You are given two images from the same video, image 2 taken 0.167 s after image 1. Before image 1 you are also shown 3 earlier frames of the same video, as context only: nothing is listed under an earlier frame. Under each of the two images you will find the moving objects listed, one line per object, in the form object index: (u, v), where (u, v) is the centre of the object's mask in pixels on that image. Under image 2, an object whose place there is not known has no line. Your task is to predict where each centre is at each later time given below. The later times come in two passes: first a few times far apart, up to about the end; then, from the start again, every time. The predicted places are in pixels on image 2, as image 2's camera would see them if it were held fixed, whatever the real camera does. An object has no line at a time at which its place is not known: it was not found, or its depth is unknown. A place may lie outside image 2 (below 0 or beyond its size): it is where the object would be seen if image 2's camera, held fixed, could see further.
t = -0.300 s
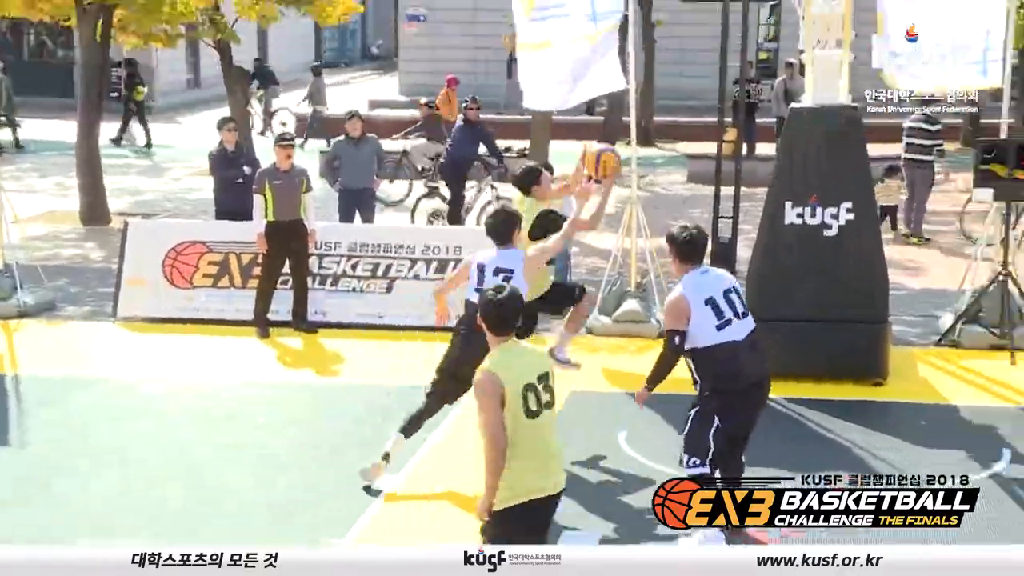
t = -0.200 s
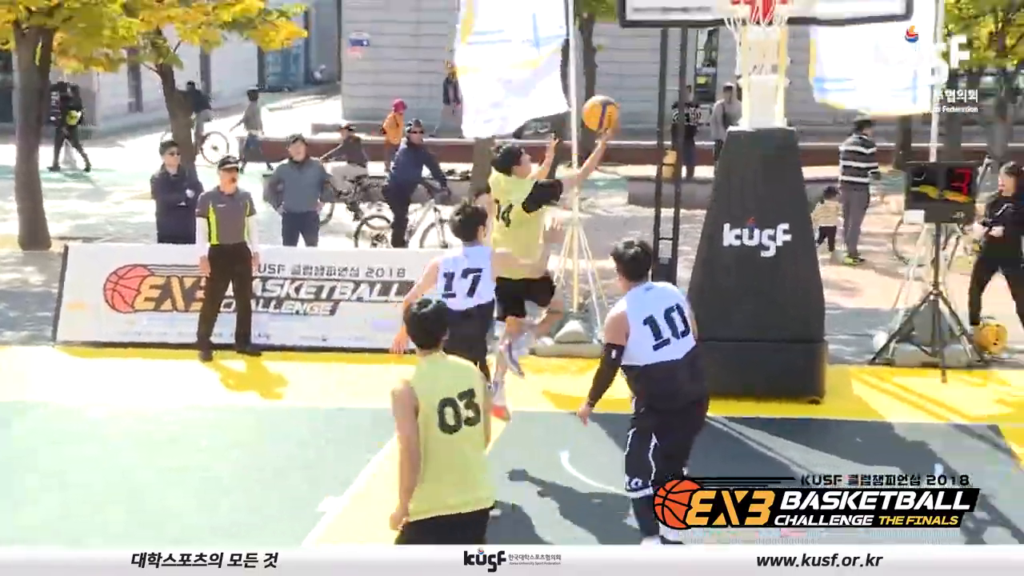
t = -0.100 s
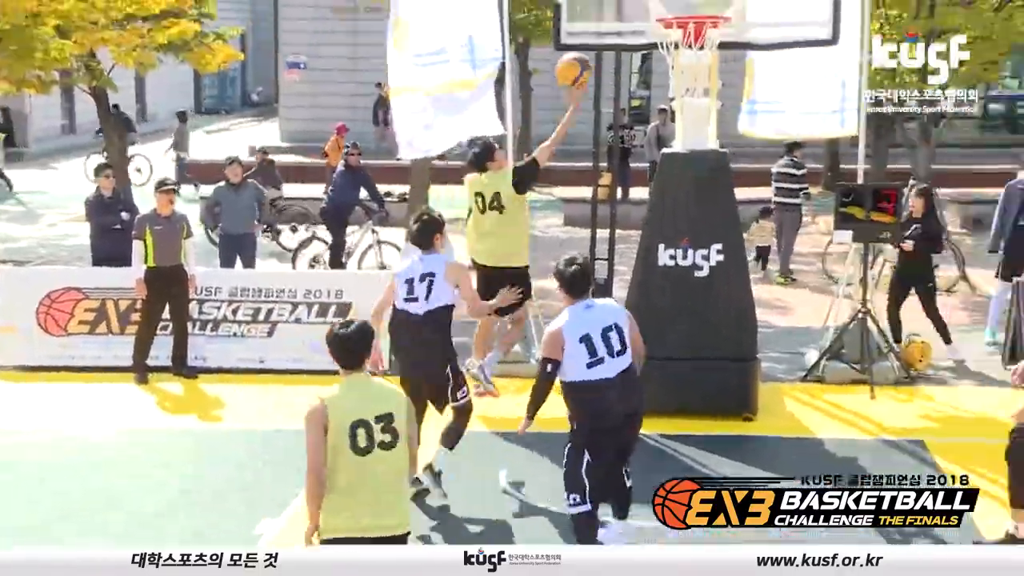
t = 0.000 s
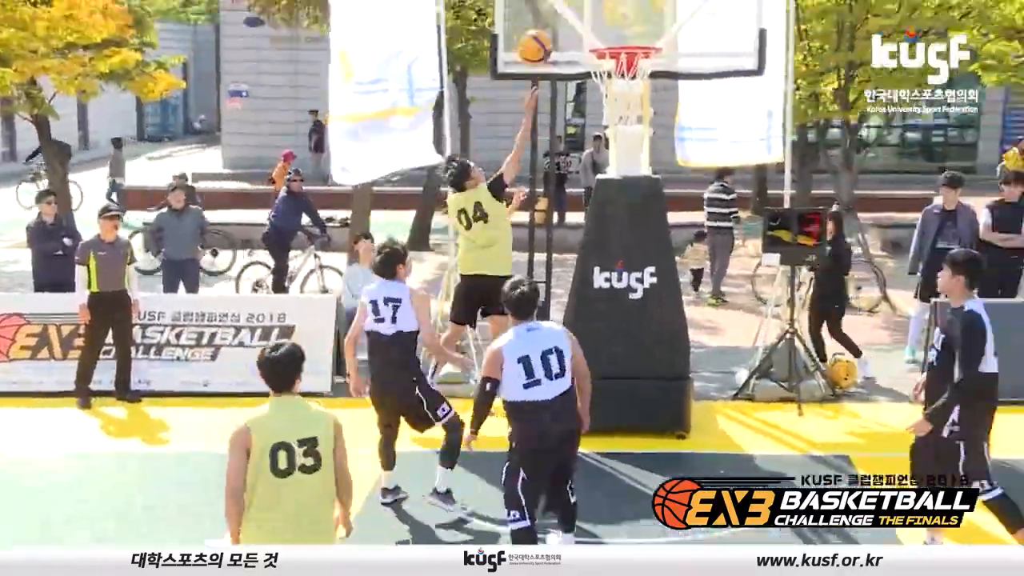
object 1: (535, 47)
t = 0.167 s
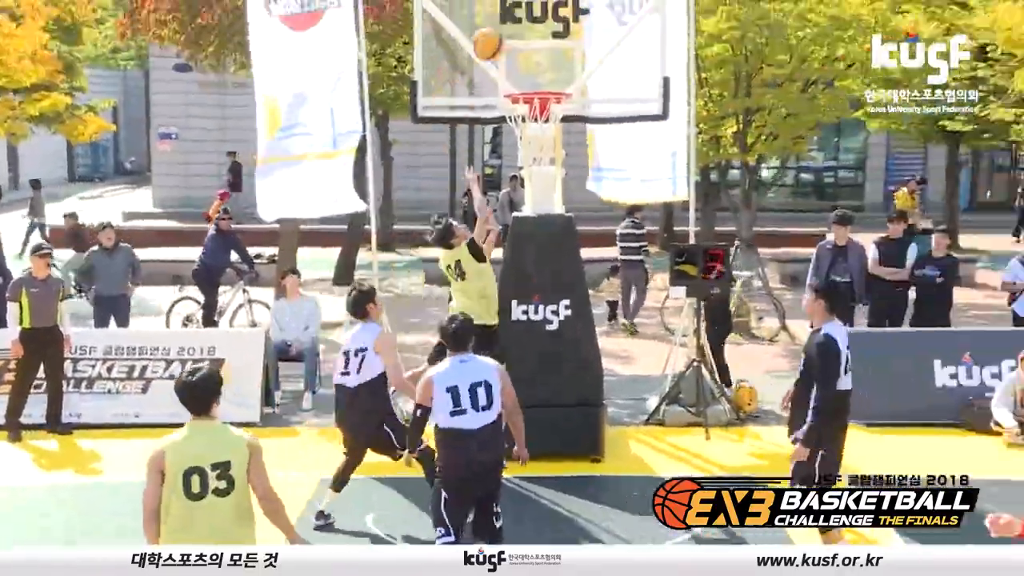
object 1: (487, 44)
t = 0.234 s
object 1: (498, 39)
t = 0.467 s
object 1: (526, 77)
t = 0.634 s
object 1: (544, 149)
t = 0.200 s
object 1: (493, 41)
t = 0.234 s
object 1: (498, 39)
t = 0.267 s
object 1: (502, 41)
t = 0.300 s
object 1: (505, 43)
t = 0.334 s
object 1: (510, 47)
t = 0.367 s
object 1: (513, 52)
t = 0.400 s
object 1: (518, 59)
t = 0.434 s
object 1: (522, 67)
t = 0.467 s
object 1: (526, 77)
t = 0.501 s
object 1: (530, 84)
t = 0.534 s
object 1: (534, 105)
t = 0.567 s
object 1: (537, 117)
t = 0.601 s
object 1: (539, 134)
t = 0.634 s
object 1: (544, 149)
